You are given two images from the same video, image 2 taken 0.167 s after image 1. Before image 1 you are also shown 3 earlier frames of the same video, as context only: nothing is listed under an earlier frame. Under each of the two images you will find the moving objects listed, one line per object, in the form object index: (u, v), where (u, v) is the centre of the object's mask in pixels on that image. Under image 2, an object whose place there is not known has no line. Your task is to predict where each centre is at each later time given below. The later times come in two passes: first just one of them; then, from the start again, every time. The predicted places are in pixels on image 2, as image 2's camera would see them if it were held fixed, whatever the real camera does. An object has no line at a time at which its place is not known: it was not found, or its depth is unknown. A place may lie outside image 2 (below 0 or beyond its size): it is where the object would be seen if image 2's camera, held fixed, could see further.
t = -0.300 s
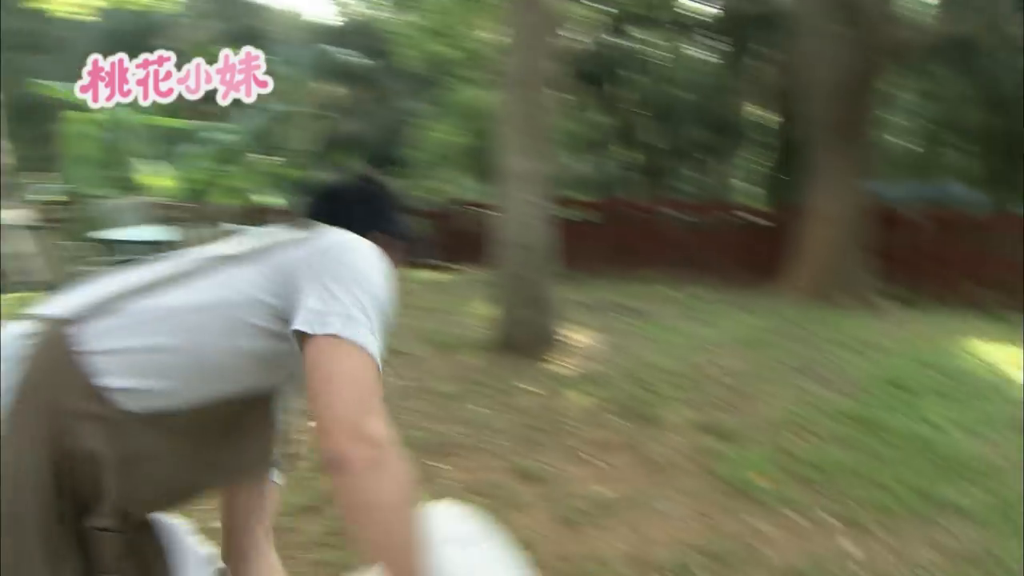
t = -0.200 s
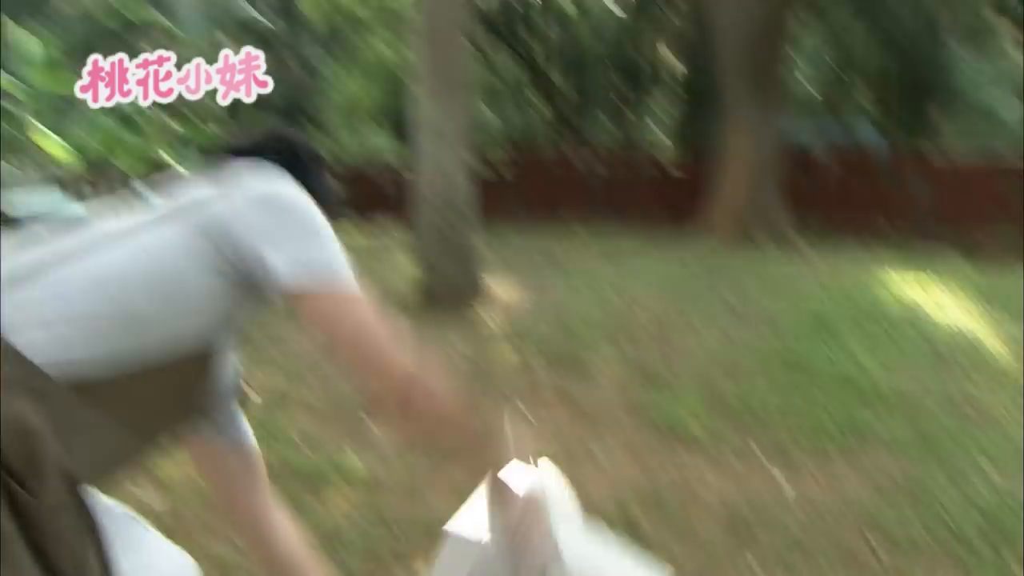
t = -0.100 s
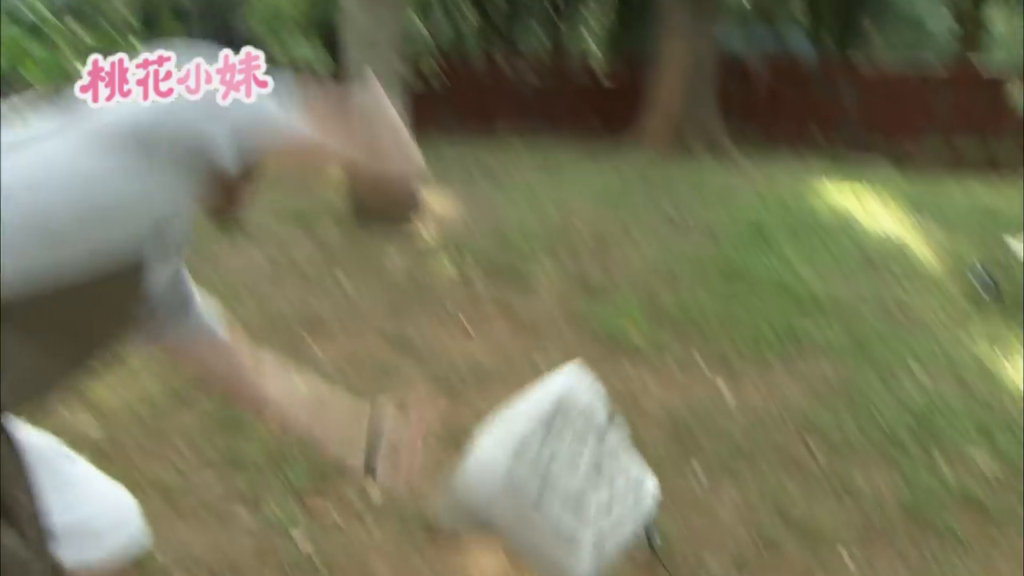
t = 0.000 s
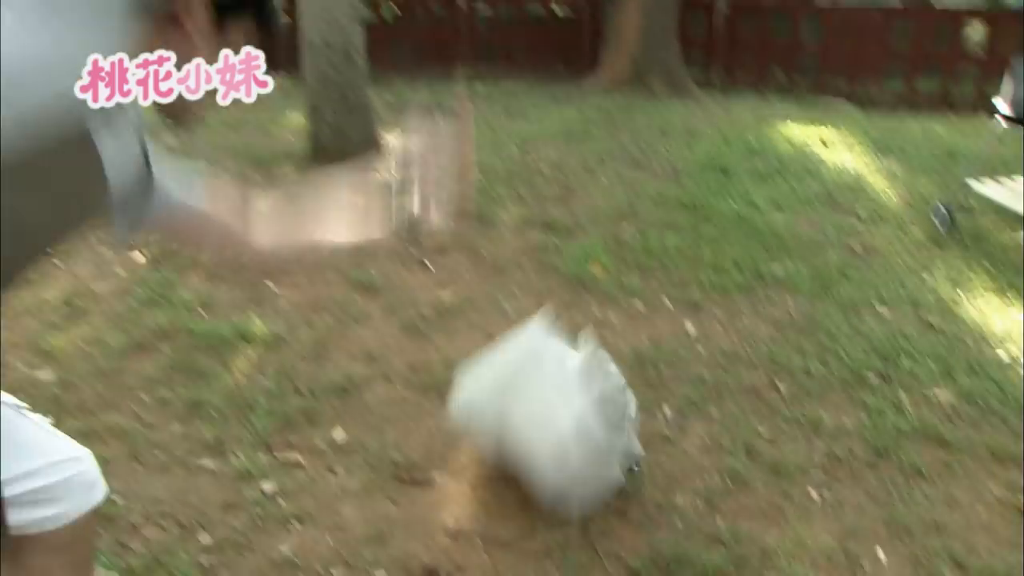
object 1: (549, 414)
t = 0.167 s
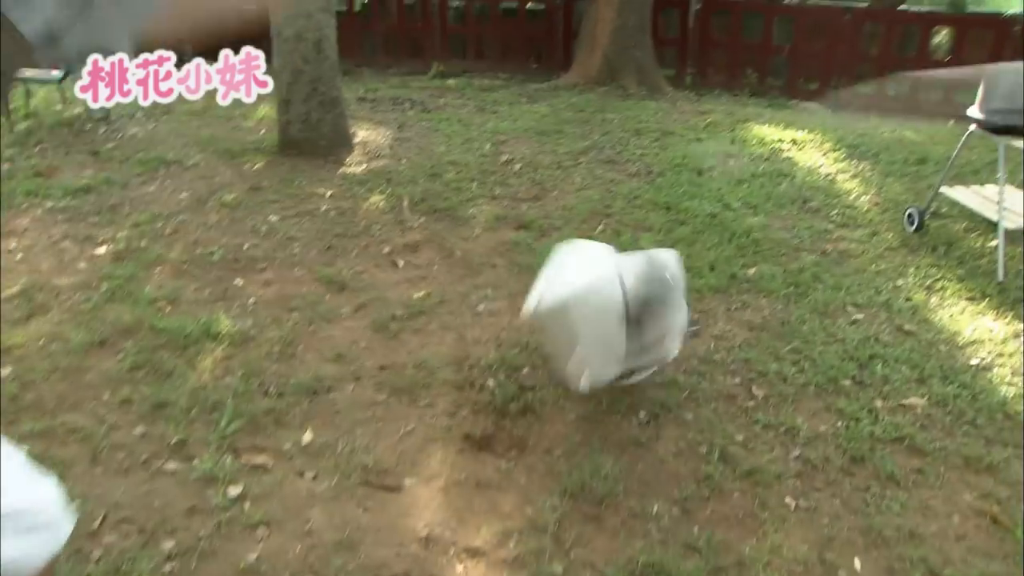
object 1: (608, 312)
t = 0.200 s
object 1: (625, 302)
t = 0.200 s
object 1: (625, 302)
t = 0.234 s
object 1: (640, 294)
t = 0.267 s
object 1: (648, 292)
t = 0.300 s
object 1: (654, 295)
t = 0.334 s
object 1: (661, 290)
